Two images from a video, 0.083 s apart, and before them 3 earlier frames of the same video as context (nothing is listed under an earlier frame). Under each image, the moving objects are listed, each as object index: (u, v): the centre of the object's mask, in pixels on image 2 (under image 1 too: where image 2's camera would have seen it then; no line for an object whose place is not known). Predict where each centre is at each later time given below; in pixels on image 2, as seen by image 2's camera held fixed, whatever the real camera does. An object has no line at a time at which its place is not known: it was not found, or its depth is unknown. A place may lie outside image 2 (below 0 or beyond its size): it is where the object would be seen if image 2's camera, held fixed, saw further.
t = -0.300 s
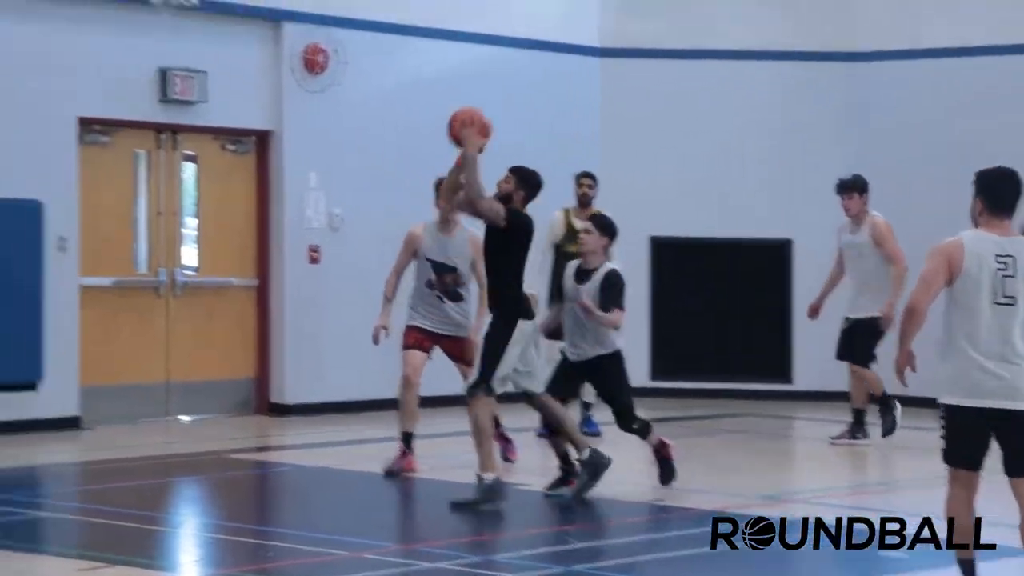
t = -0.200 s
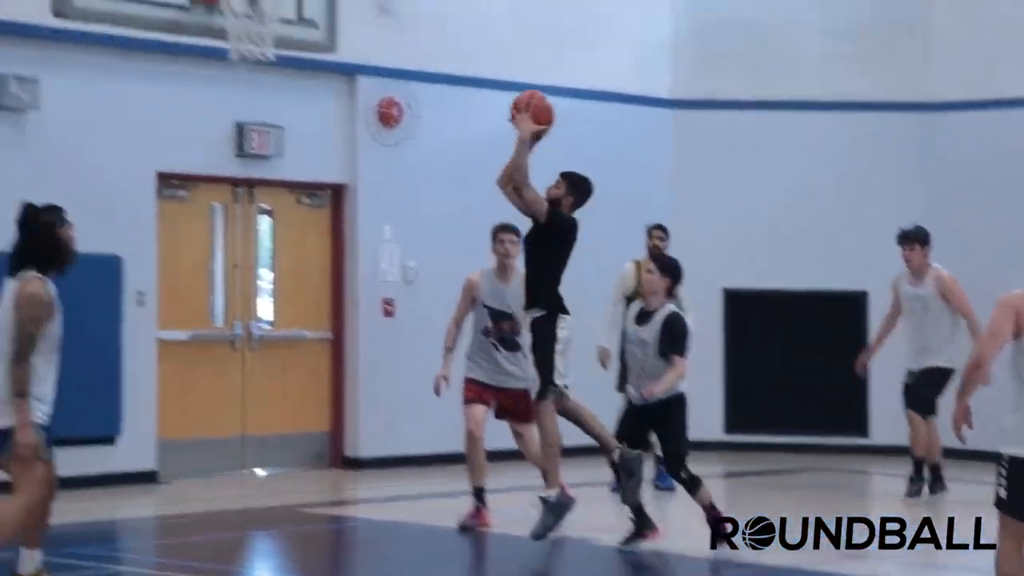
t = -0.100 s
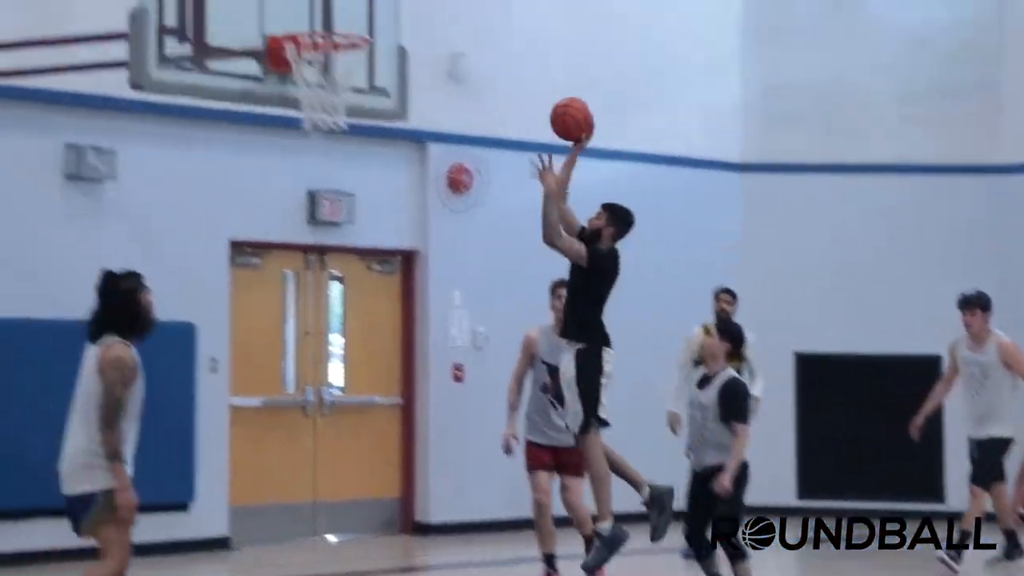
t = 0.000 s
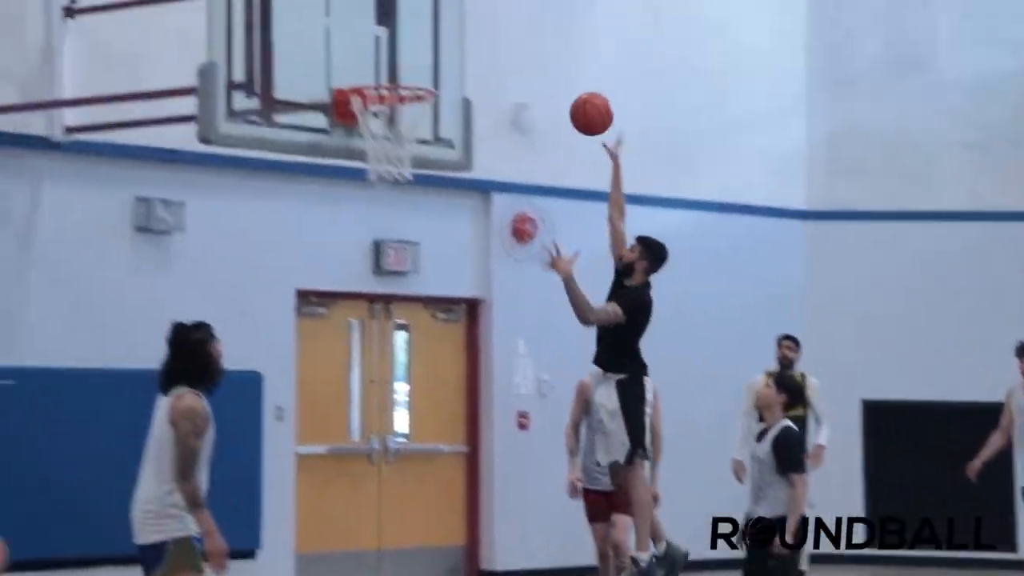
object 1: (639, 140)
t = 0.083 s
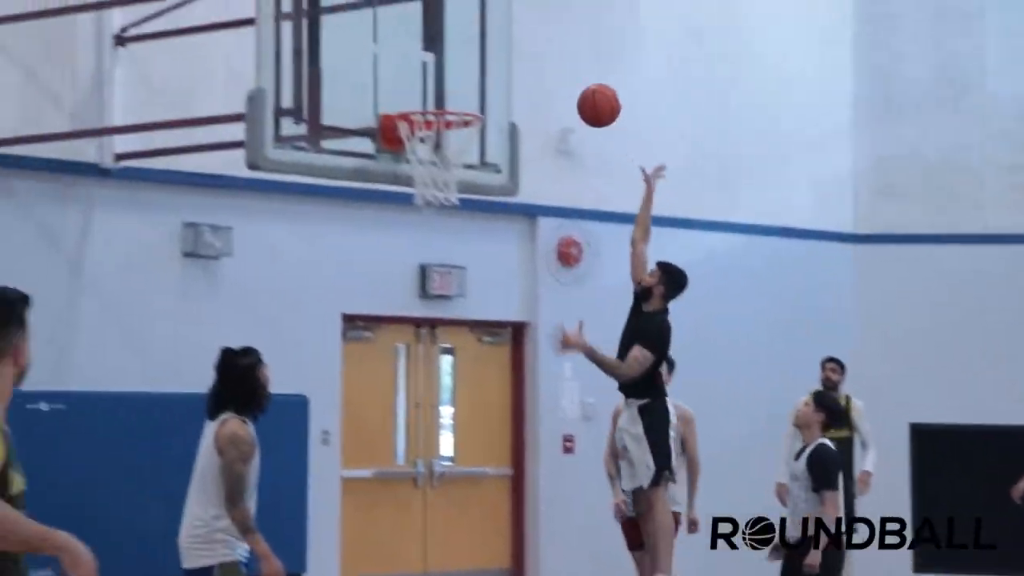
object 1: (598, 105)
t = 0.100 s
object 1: (591, 100)
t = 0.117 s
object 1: (583, 96)
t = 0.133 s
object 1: (575, 92)
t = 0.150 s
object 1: (568, 88)
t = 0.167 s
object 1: (560, 85)
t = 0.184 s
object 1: (552, 83)
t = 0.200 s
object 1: (544, 80)
